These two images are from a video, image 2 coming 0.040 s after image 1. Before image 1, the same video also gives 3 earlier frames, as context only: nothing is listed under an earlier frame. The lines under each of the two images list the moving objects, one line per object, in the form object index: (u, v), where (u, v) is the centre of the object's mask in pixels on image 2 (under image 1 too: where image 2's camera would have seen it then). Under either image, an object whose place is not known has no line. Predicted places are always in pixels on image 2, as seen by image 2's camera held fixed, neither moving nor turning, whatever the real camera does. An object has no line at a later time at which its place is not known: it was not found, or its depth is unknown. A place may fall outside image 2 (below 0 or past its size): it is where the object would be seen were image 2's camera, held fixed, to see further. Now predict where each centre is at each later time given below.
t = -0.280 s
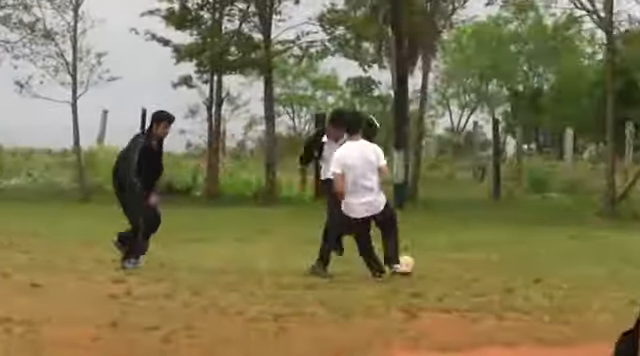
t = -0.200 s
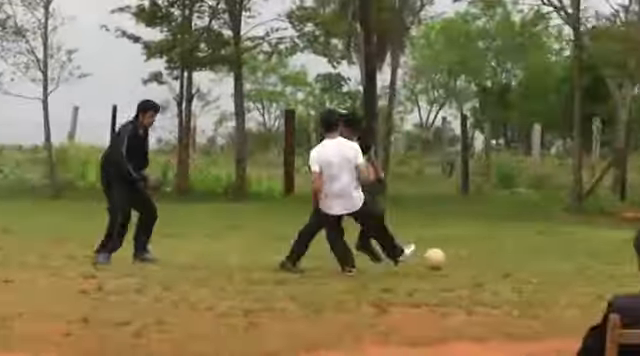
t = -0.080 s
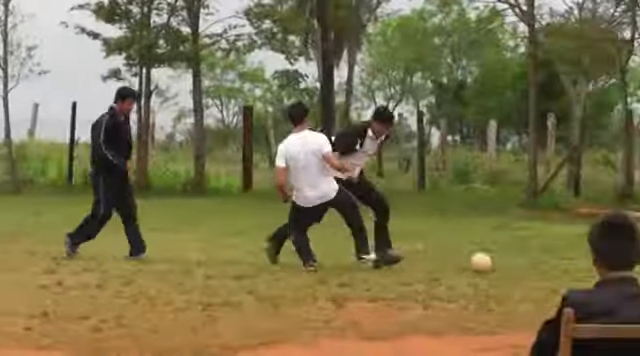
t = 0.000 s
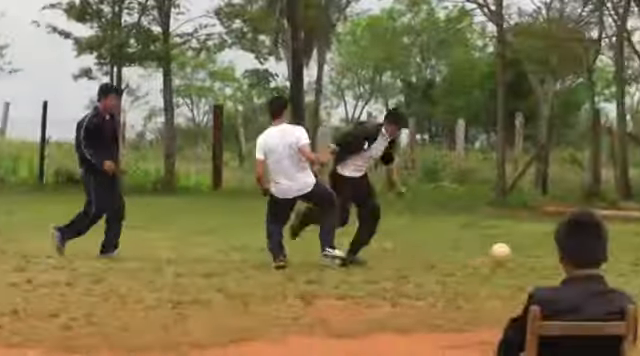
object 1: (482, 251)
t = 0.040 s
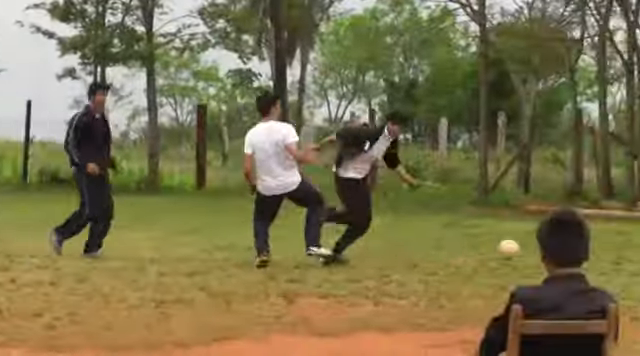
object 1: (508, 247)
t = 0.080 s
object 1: (531, 246)
